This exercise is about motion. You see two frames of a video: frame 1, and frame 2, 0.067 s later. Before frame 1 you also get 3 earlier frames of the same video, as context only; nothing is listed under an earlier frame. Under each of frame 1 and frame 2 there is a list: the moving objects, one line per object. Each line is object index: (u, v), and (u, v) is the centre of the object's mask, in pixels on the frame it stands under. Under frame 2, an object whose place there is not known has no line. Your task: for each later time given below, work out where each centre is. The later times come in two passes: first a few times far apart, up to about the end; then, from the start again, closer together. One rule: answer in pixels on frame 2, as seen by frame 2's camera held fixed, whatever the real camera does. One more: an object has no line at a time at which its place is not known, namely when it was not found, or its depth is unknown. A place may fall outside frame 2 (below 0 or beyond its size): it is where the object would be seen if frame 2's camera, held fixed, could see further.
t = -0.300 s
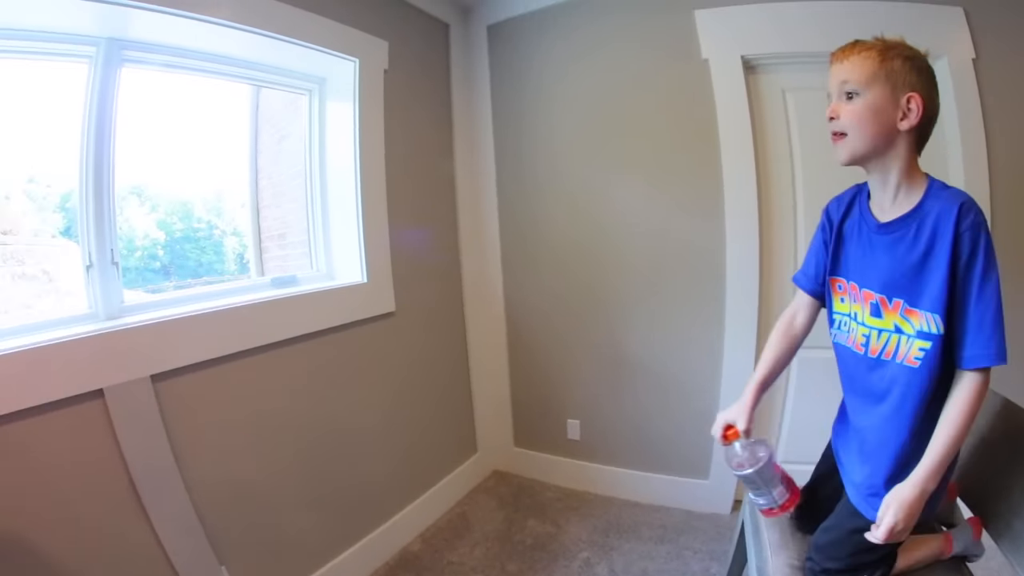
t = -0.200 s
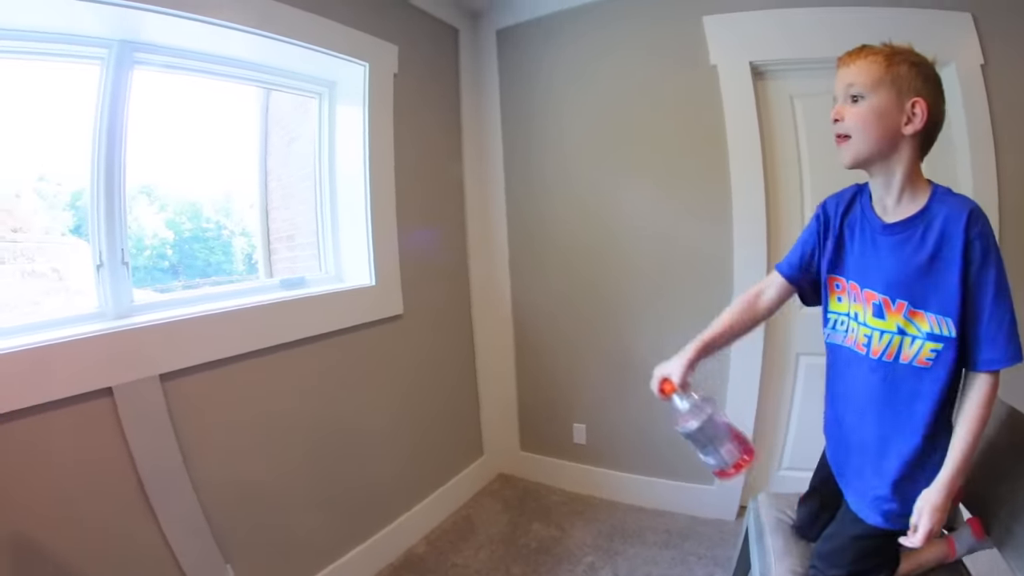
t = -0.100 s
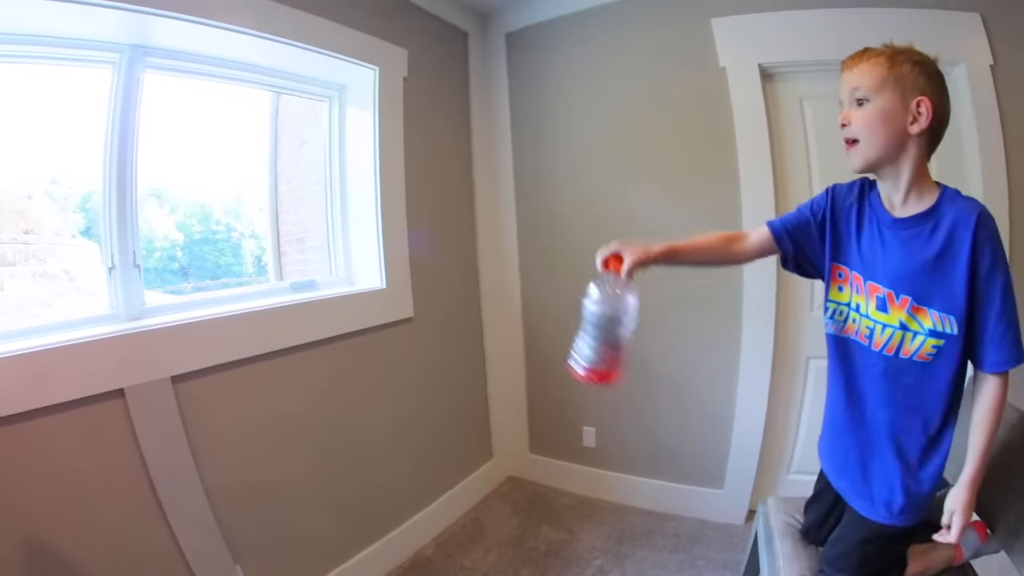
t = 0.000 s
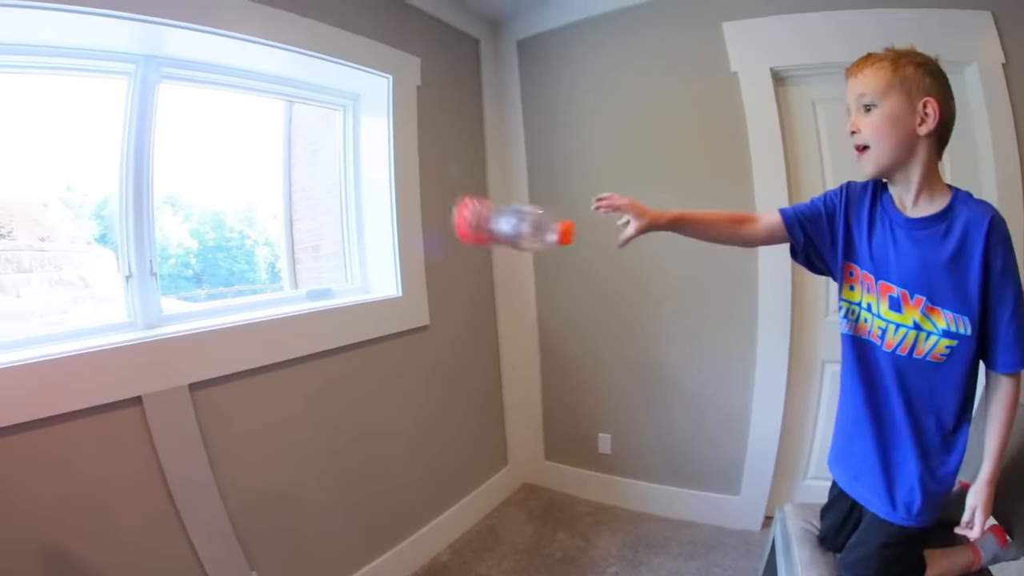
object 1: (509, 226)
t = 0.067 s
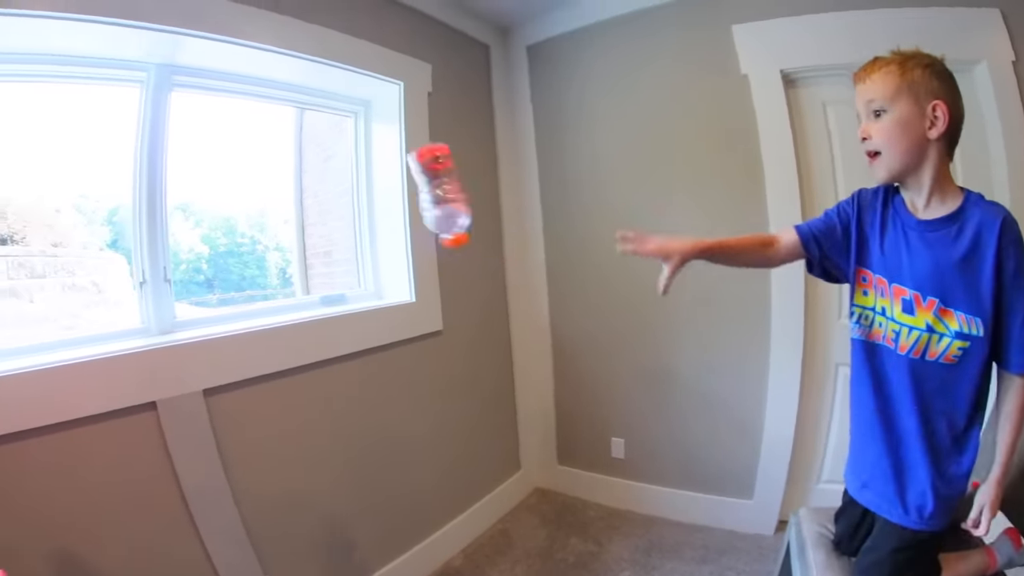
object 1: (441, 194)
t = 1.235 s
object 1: (230, 313)
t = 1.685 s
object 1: (219, 316)
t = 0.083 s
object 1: (425, 188)
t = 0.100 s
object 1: (410, 178)
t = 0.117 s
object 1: (390, 173)
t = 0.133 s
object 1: (377, 166)
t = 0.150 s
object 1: (369, 160)
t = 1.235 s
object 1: (230, 313)
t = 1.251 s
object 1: (229, 312)
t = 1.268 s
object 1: (228, 313)
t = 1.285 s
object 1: (227, 313)
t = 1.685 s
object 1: (219, 316)
